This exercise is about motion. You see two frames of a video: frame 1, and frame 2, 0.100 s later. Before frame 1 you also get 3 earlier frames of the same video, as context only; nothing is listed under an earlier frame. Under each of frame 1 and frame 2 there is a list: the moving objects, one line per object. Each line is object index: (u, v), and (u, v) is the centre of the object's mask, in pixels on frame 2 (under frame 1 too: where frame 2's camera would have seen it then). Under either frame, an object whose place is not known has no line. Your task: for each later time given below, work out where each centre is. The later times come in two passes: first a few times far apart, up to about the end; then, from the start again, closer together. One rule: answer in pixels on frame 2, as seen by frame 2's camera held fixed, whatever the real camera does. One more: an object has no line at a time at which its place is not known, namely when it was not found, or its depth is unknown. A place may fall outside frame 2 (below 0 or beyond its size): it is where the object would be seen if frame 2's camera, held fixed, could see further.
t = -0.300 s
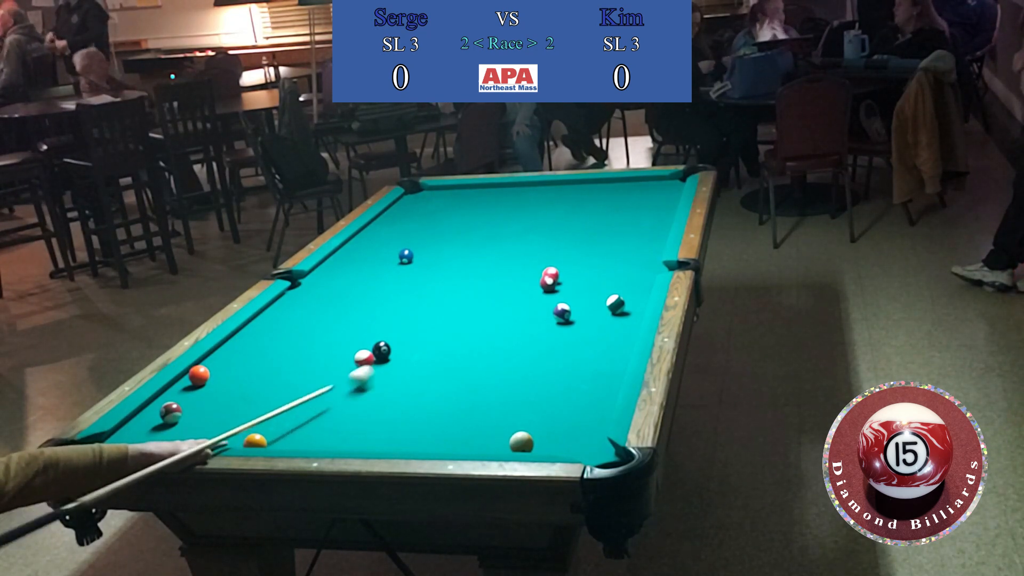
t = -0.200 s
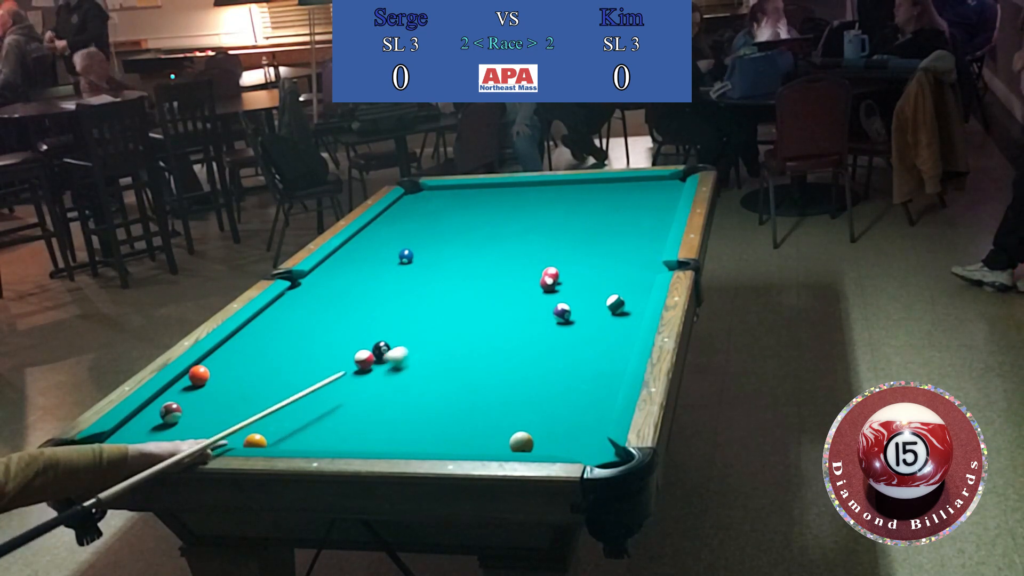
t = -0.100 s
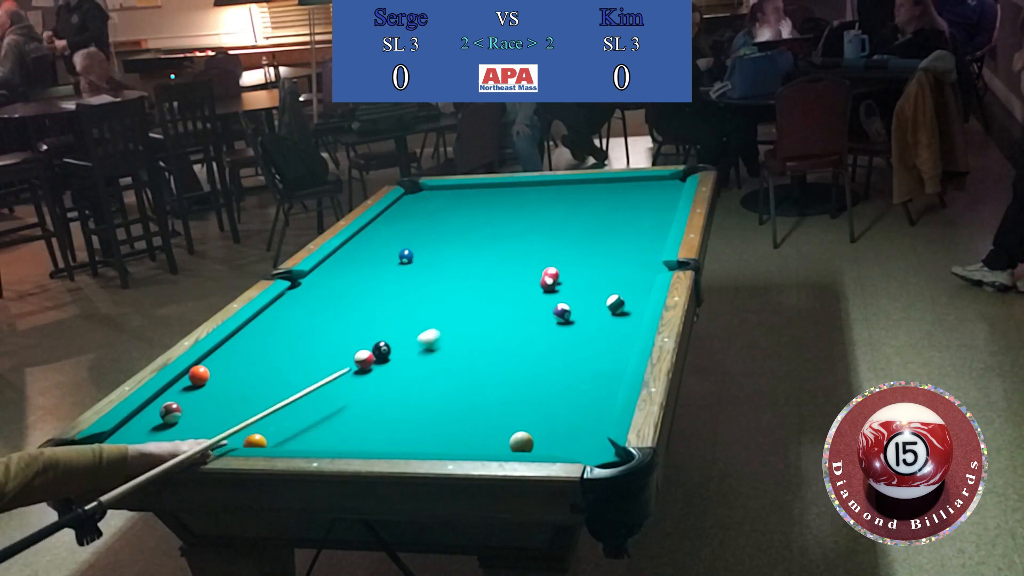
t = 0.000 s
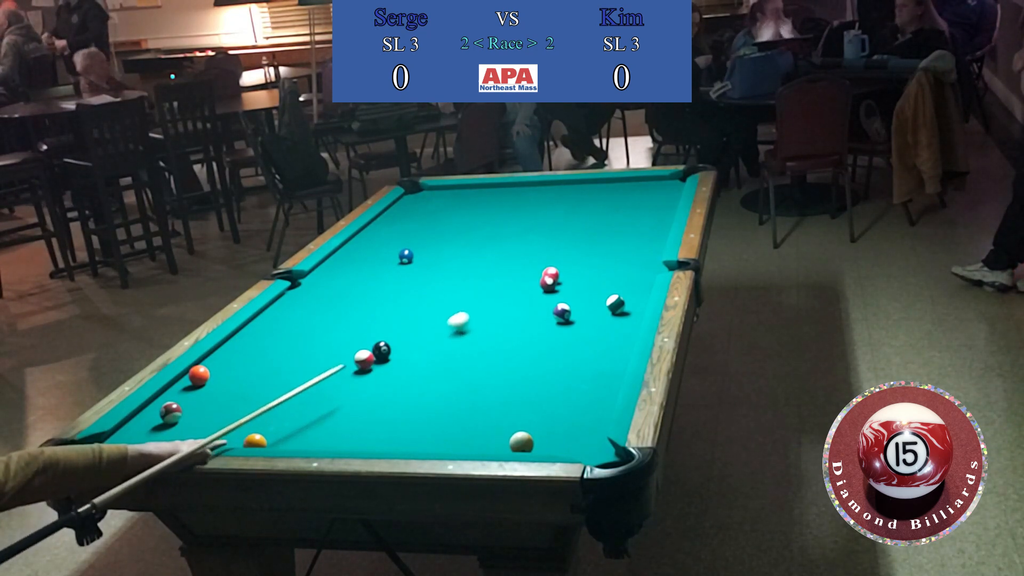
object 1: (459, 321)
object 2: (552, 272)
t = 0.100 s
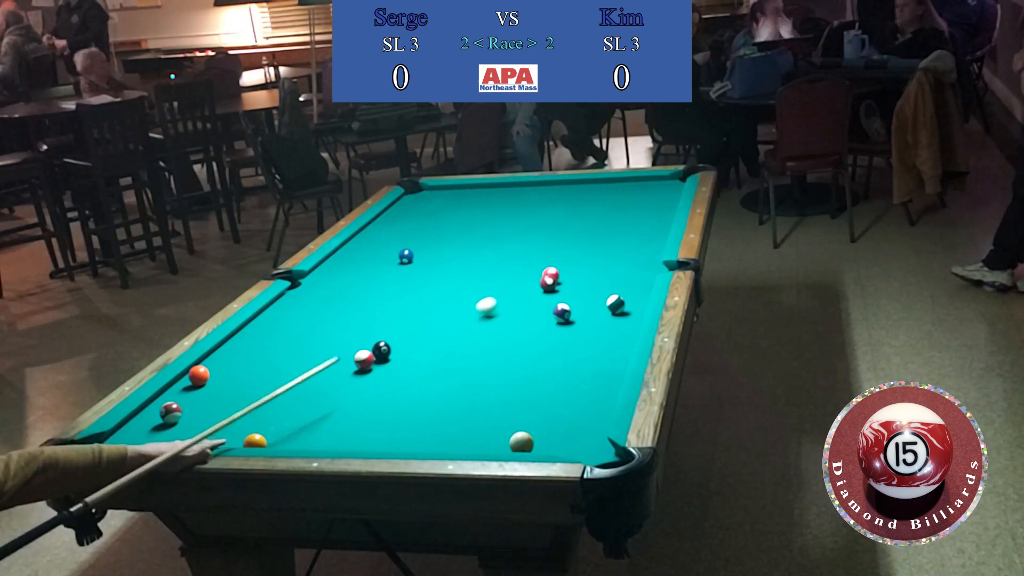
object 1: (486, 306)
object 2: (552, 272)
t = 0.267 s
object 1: (528, 282)
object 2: (552, 272)
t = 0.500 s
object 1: (529, 269)
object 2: (597, 262)
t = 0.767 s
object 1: (528, 254)
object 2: (646, 248)
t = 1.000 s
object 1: (526, 242)
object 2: (647, 240)
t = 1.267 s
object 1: (525, 231)
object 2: (630, 234)
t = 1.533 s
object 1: (524, 220)
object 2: (614, 228)
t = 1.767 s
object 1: (523, 212)
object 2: (601, 223)
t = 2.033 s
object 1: (522, 204)
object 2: (591, 219)
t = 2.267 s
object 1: (522, 198)
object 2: (581, 216)
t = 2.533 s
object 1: (521, 191)
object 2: (570, 213)
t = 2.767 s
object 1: (521, 185)
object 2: (561, 210)
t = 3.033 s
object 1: (516, 186)
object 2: (552, 207)
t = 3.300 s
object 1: (510, 190)
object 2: (544, 204)
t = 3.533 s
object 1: (505, 193)
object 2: (538, 202)
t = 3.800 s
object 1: (500, 197)
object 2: (531, 201)
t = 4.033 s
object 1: (495, 199)
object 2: (526, 199)
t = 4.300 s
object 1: (491, 202)
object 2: (522, 198)
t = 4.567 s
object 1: (488, 205)
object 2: (518, 197)
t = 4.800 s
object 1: (484, 207)
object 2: (515, 196)
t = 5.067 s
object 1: (481, 209)
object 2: (513, 196)
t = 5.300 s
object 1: (479, 210)
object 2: (511, 196)
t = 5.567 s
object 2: (510, 196)
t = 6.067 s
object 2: (510, 195)
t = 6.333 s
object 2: (510, 195)
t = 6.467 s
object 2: (510, 196)
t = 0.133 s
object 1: (495, 301)
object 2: (552, 272)
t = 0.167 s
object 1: (504, 296)
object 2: (552, 272)
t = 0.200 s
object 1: (512, 292)
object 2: (552, 272)
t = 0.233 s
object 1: (521, 288)
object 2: (552, 272)
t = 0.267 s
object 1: (528, 282)
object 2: (552, 272)
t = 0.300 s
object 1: (534, 279)
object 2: (553, 272)
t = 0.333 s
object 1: (533, 278)
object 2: (561, 271)
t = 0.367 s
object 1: (531, 276)
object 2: (570, 269)
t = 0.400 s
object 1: (530, 274)
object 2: (578, 267)
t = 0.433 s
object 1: (530, 273)
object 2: (585, 265)
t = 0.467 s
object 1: (529, 270)
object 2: (591, 263)
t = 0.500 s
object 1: (529, 269)
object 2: (597, 262)
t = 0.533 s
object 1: (529, 267)
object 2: (603, 259)
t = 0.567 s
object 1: (529, 265)
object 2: (610, 258)
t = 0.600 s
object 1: (529, 263)
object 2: (616, 256)
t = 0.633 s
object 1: (529, 261)
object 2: (622, 255)
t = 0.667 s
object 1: (528, 259)
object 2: (628, 253)
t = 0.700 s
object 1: (528, 257)
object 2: (634, 251)
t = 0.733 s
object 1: (528, 256)
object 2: (640, 250)
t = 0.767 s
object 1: (528, 254)
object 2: (646, 248)
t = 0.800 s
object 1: (527, 252)
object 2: (652, 246)
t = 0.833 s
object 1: (527, 250)
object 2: (657, 245)
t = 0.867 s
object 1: (527, 249)
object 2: (656, 244)
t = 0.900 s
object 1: (527, 247)
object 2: (654, 243)
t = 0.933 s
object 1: (526, 245)
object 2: (652, 242)
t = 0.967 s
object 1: (526, 244)
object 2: (649, 241)
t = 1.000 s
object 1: (526, 242)
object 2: (647, 240)
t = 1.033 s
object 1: (526, 241)
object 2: (645, 240)
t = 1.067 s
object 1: (526, 239)
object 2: (643, 239)
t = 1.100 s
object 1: (526, 238)
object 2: (641, 238)
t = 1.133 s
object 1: (525, 236)
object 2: (638, 237)
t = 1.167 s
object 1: (525, 235)
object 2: (636, 236)
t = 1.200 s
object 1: (525, 233)
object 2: (634, 236)
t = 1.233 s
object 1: (525, 232)
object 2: (632, 235)
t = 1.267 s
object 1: (525, 231)
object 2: (630, 234)
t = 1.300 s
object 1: (525, 229)
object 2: (628, 233)
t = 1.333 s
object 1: (524, 228)
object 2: (626, 232)
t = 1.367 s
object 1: (524, 227)
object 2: (624, 232)
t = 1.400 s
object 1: (524, 225)
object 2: (622, 231)
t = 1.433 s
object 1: (524, 224)
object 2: (620, 230)
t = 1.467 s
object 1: (524, 223)
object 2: (618, 230)
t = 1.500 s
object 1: (524, 221)
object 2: (616, 229)
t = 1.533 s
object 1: (524, 220)
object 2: (614, 228)
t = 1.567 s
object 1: (523, 219)
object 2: (612, 228)
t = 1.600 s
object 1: (523, 218)
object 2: (610, 226)
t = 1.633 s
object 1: (523, 216)
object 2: (609, 226)
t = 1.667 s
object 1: (523, 215)
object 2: (607, 226)
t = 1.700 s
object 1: (523, 214)
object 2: (605, 224)
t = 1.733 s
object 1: (523, 213)
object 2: (604, 224)
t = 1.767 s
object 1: (523, 212)
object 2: (601, 223)
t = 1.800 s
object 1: (523, 211)
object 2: (600, 223)
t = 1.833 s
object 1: (523, 211)
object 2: (600, 223)
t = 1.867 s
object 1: (523, 210)
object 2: (599, 222)
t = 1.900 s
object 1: (523, 209)
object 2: (597, 222)
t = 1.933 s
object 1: (522, 207)
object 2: (595, 221)
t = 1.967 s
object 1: (523, 207)
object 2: (594, 220)
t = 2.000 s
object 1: (522, 205)
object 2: (592, 220)
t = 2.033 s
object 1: (522, 204)
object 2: (591, 219)
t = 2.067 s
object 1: (522, 203)
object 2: (589, 219)
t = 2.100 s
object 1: (522, 202)
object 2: (588, 218)
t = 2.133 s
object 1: (522, 201)
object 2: (586, 218)
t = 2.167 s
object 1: (522, 200)
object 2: (585, 217)
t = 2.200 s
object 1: (522, 199)
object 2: (583, 217)
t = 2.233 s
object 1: (522, 198)
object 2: (582, 216)
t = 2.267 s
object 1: (522, 198)
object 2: (581, 216)
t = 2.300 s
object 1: (522, 197)
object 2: (579, 215)
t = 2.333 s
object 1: (522, 196)
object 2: (577, 215)
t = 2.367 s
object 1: (522, 195)
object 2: (576, 214)
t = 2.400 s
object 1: (522, 194)
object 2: (575, 214)
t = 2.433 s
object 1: (521, 193)
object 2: (573, 214)
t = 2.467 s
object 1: (521, 192)
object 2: (572, 213)
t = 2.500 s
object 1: (521, 191)
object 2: (571, 213)
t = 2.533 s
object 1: (521, 191)
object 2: (570, 213)
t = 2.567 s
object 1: (521, 190)
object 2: (568, 212)
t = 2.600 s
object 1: (521, 189)
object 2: (567, 212)
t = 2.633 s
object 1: (521, 188)
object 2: (566, 211)
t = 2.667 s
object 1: (521, 187)
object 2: (564, 211)
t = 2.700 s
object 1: (521, 186)
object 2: (563, 210)
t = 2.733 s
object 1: (521, 186)
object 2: (562, 210)
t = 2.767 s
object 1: (521, 185)
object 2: (561, 210)
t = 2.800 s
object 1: (521, 184)
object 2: (560, 210)
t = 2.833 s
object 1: (521, 183)
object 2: (559, 209)
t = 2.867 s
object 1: (520, 184)
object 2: (557, 209)
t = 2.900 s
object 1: (519, 184)
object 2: (556, 208)
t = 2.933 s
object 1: (519, 185)
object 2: (555, 208)
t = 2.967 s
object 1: (518, 185)
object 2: (554, 208)
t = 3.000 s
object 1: (517, 186)
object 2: (553, 207)
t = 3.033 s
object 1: (516, 186)
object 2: (552, 207)
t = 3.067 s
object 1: (515, 187)
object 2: (551, 207)
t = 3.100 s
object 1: (515, 187)
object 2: (550, 206)
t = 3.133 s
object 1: (514, 188)
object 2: (549, 206)
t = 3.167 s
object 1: (513, 188)
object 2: (548, 206)
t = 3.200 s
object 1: (512, 189)
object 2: (547, 205)
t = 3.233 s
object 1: (512, 189)
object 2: (546, 205)
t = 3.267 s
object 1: (511, 190)
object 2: (545, 205)
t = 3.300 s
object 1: (510, 190)
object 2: (544, 204)
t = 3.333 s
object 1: (509, 191)
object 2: (543, 204)
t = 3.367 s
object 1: (509, 191)
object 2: (542, 204)
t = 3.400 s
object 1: (508, 192)
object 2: (541, 204)
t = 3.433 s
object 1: (507, 192)
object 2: (540, 203)
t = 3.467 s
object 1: (506, 192)
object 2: (539, 203)
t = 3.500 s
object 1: (506, 193)
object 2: (539, 203)
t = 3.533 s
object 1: (505, 193)
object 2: (538, 202)
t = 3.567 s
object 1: (504, 194)
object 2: (537, 202)
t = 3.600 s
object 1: (504, 194)
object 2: (536, 202)
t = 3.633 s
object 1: (503, 195)
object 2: (535, 202)
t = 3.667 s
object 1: (502, 195)
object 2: (535, 202)
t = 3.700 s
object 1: (502, 195)
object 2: (534, 201)
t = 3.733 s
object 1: (501, 196)
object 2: (533, 201)
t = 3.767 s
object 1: (500, 196)
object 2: (532, 201)
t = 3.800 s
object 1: (500, 197)
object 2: (531, 201)
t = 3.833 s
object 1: (499, 197)
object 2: (531, 200)
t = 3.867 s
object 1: (499, 197)
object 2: (530, 200)
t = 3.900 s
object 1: (498, 198)
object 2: (529, 200)
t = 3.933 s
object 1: (497, 198)
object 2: (529, 200)
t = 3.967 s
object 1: (497, 199)
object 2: (528, 200)
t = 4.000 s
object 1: (496, 199)
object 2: (527, 199)
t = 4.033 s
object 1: (495, 199)
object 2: (526, 199)
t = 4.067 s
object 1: (495, 200)
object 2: (526, 199)
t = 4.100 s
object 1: (494, 200)
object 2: (525, 199)
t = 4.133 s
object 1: (494, 201)
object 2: (525, 199)
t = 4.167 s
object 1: (493, 201)
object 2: (524, 199)
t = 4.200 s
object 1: (493, 201)
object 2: (523, 198)
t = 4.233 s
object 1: (492, 202)
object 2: (523, 198)
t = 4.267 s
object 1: (492, 202)
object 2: (522, 198)
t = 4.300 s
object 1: (491, 202)
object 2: (522, 198)
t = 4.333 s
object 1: (491, 203)
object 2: (521, 198)
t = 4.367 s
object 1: (490, 203)
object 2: (521, 198)
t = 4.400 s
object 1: (490, 203)
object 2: (520, 197)
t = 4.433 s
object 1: (489, 204)
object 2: (520, 197)
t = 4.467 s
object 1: (489, 204)
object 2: (519, 197)
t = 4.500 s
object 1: (488, 204)
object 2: (519, 197)
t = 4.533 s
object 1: (488, 204)
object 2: (518, 197)
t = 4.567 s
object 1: (488, 205)
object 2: (518, 197)
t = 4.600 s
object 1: (487, 205)
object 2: (517, 197)
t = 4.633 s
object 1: (487, 205)
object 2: (517, 197)
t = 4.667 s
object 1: (486, 206)
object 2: (517, 197)
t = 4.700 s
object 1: (486, 206)
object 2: (516, 196)
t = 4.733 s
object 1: (485, 206)
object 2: (516, 196)
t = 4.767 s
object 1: (485, 206)
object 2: (515, 196)
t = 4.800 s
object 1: (484, 207)
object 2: (515, 196)
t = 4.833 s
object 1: (484, 207)
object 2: (515, 196)
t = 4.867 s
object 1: (484, 207)
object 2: (514, 196)
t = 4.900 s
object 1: (483, 208)
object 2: (514, 196)
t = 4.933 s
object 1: (483, 208)
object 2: (514, 196)
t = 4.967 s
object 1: (482, 208)
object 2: (513, 196)
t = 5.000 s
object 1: (482, 208)
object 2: (513, 196)
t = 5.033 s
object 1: (482, 208)
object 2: (513, 196)
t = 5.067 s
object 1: (481, 209)
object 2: (513, 196)
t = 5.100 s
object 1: (481, 209)
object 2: (512, 196)
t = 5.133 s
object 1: (481, 209)
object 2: (512, 196)
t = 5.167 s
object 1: (480, 209)
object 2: (512, 196)
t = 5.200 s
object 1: (480, 210)
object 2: (512, 196)
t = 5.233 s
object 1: (480, 210)
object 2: (511, 196)
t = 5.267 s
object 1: (480, 210)
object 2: (511, 196)
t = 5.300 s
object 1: (479, 210)
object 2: (511, 196)
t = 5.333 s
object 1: (479, 210)
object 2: (511, 196)
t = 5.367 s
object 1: (479, 210)
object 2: (511, 196)
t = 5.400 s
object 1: (478, 211)
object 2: (510, 196)
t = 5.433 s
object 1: (478, 211)
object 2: (510, 196)
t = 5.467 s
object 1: (478, 211)
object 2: (510, 196)
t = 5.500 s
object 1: (478, 211)
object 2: (510, 196)
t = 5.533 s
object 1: (477, 211)
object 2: (510, 195)
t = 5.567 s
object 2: (510, 196)
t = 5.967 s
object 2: (508, 194)
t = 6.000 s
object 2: (510, 195)
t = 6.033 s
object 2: (510, 195)
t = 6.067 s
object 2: (510, 195)
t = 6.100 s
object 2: (510, 195)
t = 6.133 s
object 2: (510, 195)
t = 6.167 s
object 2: (510, 195)
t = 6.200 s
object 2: (510, 195)
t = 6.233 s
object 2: (510, 195)
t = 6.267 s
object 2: (510, 195)
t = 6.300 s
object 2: (510, 195)
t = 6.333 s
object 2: (510, 195)
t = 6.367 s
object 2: (510, 196)
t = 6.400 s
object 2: (510, 195)
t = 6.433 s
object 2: (510, 195)
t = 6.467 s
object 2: (510, 196)
